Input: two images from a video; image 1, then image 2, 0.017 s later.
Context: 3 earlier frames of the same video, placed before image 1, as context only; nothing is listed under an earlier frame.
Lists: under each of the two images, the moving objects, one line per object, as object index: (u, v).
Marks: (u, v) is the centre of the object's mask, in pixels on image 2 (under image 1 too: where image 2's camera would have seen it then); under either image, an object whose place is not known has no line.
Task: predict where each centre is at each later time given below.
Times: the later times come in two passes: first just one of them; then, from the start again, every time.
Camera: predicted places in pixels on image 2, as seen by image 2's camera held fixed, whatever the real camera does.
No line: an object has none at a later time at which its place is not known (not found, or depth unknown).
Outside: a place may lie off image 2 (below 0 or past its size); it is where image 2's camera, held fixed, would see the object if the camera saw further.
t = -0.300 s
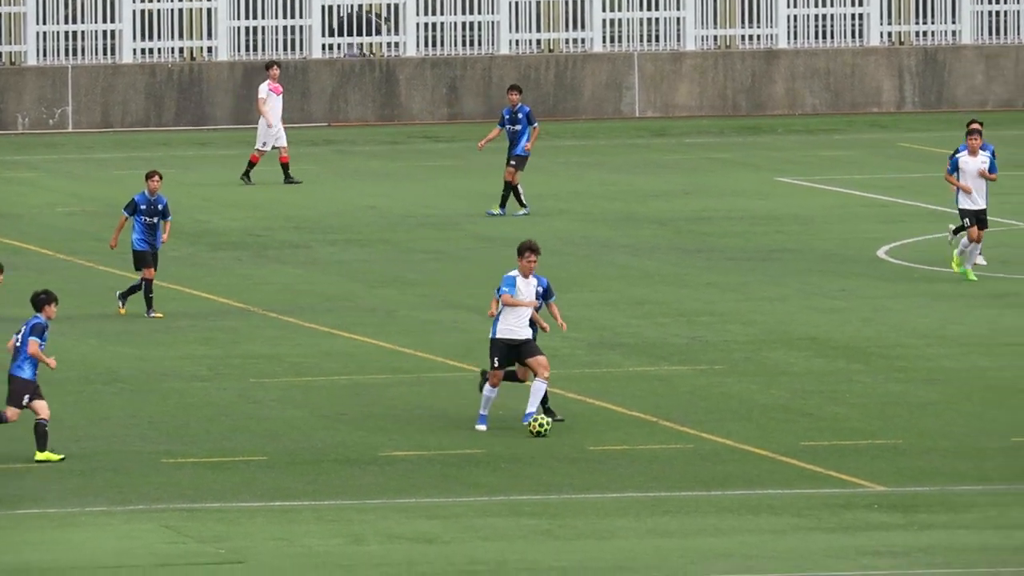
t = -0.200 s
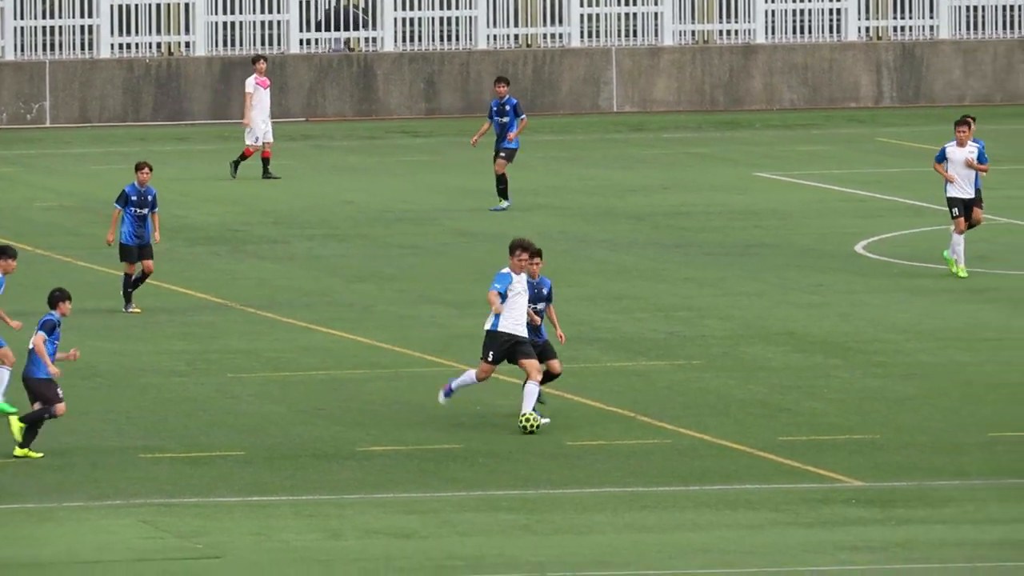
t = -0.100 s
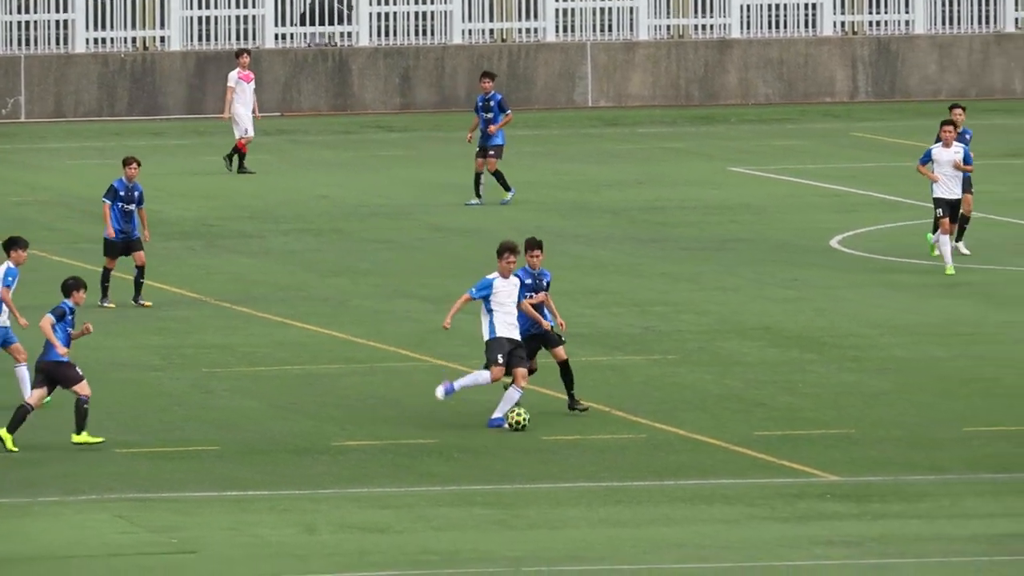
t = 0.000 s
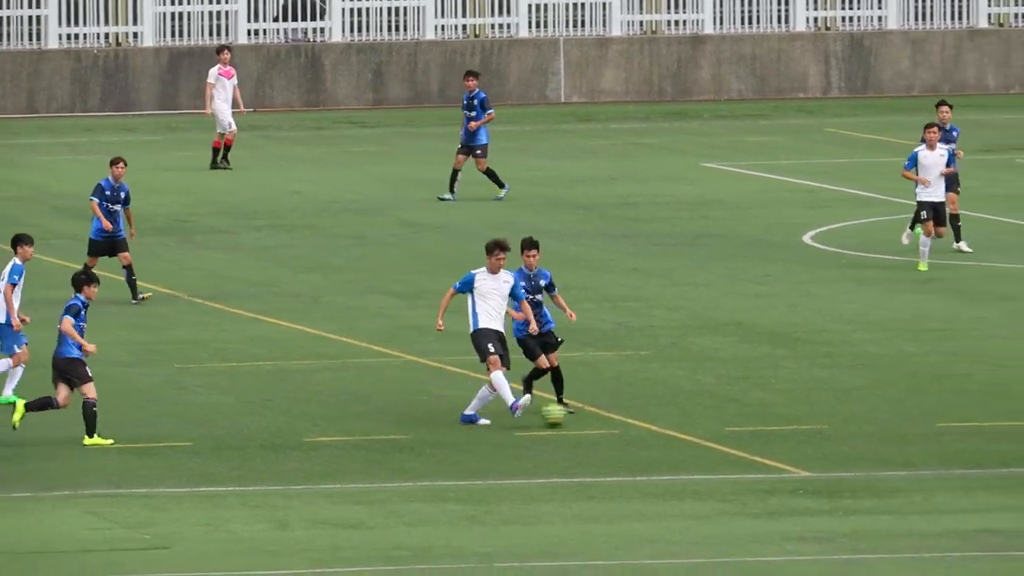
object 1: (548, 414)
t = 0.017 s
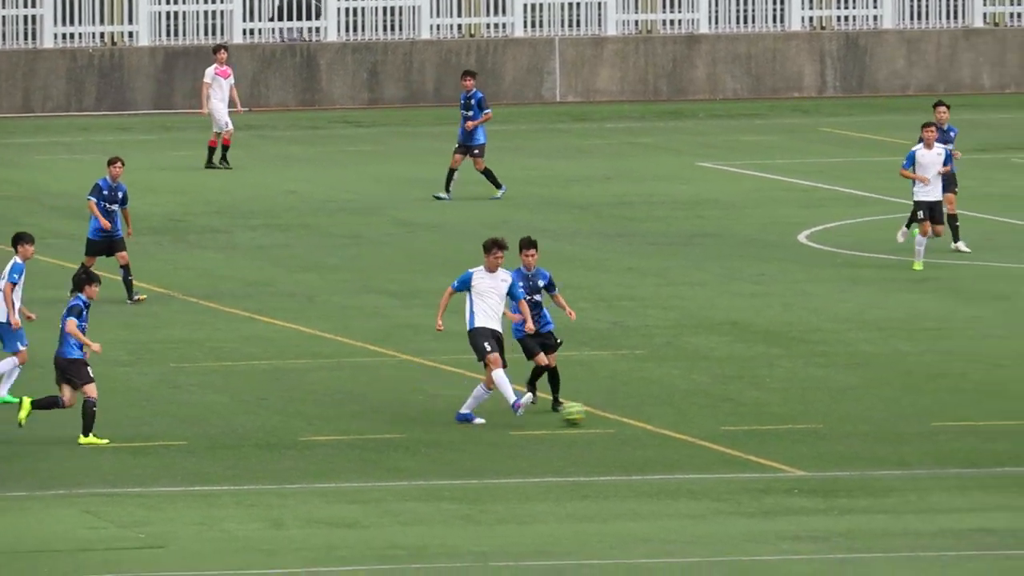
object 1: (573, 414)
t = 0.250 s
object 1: (892, 412)
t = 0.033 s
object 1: (597, 413)
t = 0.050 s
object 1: (621, 412)
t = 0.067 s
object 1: (646, 412)
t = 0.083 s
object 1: (670, 412)
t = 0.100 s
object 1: (693, 413)
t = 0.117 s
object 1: (717, 414)
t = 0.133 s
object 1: (739, 414)
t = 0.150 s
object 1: (761, 413)
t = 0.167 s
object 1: (783, 413)
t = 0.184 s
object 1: (807, 412)
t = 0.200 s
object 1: (828, 413)
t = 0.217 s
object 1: (850, 413)
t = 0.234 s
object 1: (871, 413)
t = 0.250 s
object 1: (892, 412)
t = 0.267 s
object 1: (912, 411)
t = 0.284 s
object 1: (931, 411)
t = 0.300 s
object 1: (949, 411)
